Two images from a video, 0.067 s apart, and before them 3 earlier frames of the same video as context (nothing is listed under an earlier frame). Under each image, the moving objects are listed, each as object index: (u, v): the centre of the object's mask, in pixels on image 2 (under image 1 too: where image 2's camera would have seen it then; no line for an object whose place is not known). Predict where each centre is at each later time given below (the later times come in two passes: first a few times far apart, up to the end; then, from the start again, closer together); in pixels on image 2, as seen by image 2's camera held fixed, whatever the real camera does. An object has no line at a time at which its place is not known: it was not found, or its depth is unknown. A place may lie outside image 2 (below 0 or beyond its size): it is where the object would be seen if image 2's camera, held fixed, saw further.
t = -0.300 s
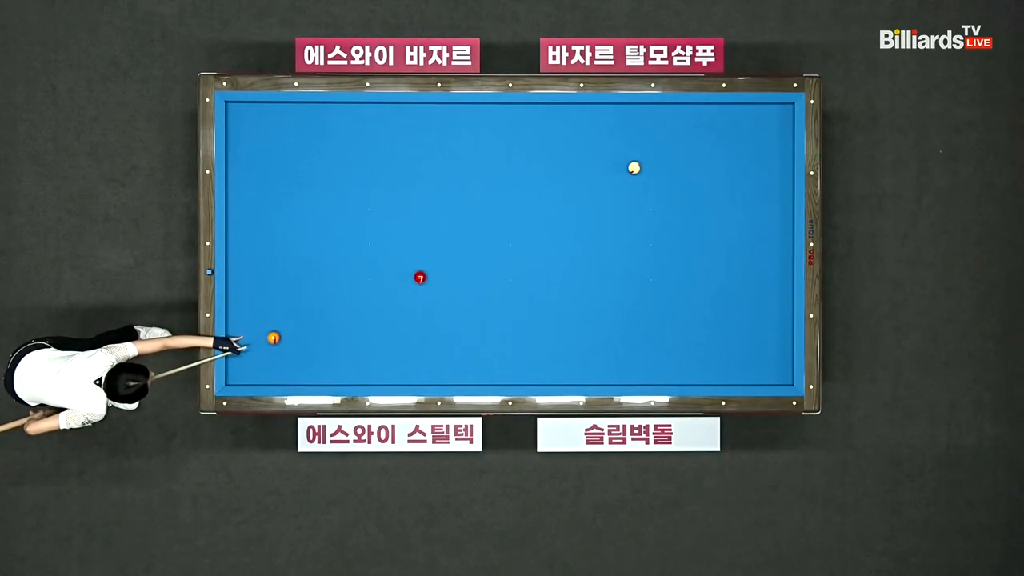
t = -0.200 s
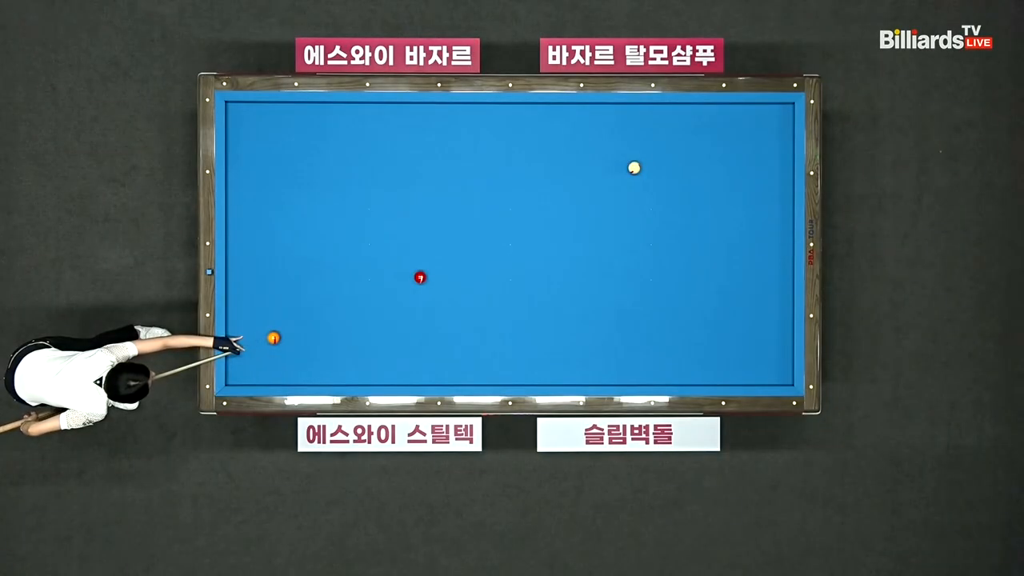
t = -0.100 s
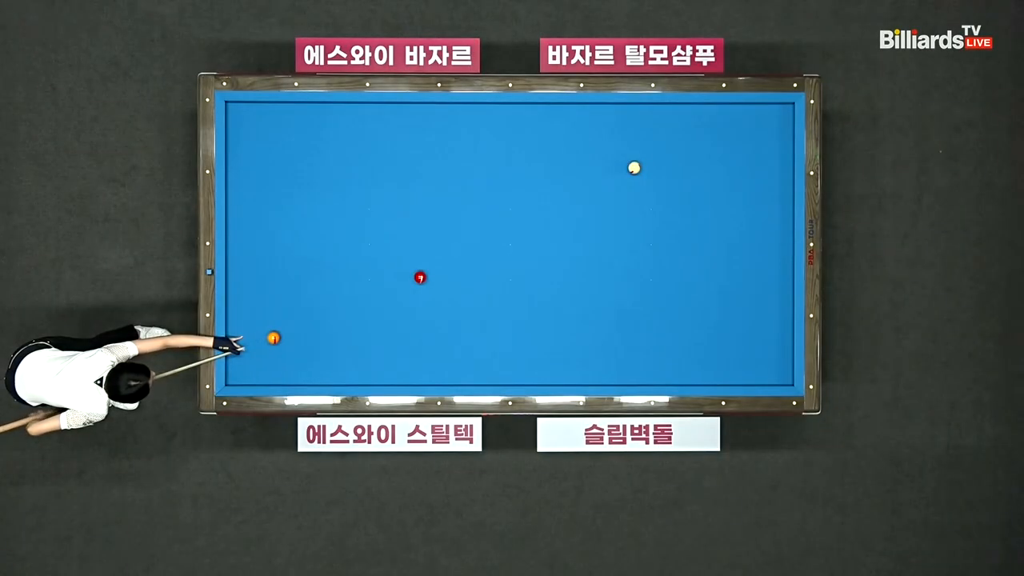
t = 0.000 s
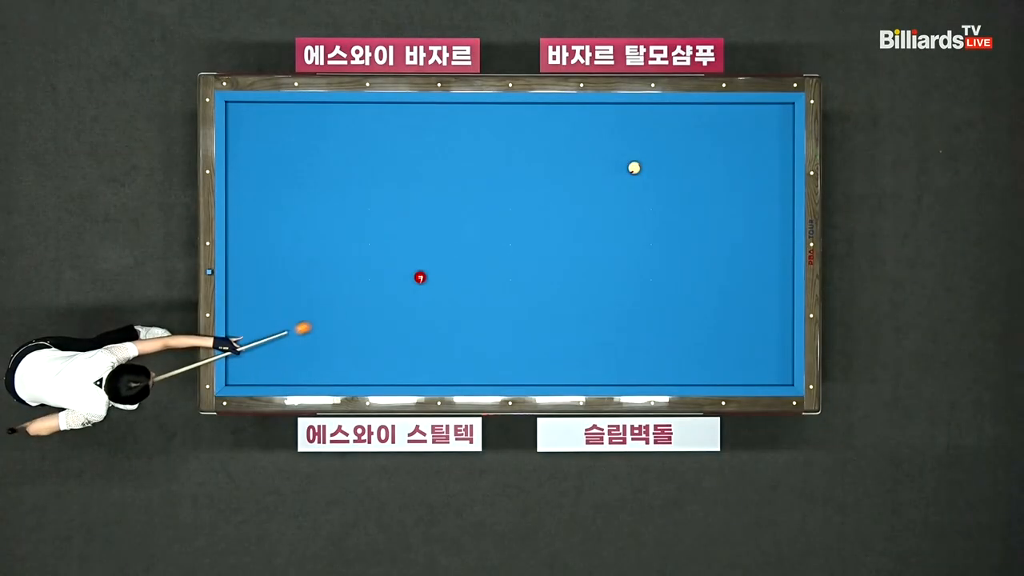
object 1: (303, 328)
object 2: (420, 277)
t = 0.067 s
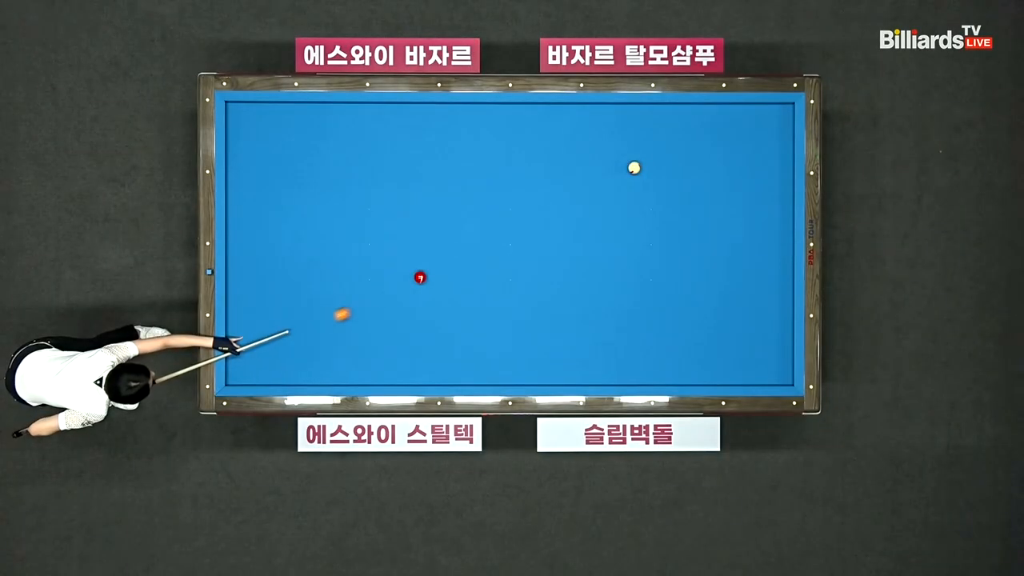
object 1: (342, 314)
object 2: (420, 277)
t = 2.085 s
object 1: (451, 376)
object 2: (551, 266)
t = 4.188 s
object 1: (402, 319)
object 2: (631, 322)
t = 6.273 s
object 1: (642, 263)
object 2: (663, 239)
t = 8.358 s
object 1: (758, 223)
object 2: (677, 192)
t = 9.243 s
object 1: (719, 215)
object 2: (678, 183)
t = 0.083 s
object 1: (352, 311)
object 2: (420, 277)
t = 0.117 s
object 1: (371, 305)
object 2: (420, 277)
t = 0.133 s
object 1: (381, 301)
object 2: (420, 277)
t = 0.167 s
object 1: (401, 294)
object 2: (420, 277)
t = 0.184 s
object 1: (410, 291)
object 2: (420, 277)
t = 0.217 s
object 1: (428, 292)
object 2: (423, 269)
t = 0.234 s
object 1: (435, 294)
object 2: (425, 264)
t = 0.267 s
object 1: (451, 298)
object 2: (428, 254)
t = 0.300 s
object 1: (467, 302)
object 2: (432, 243)
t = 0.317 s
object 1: (475, 304)
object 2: (434, 238)
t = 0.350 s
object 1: (491, 307)
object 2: (437, 228)
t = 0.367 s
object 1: (499, 309)
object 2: (439, 224)
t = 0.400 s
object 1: (515, 311)
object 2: (442, 214)
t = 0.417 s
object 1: (523, 312)
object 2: (444, 210)
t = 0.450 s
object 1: (539, 315)
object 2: (447, 201)
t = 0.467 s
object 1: (548, 315)
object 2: (448, 196)
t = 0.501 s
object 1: (564, 317)
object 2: (452, 188)
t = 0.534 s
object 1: (580, 319)
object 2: (454, 180)
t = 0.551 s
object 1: (589, 320)
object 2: (456, 176)
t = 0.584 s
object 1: (605, 321)
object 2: (458, 169)
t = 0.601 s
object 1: (614, 322)
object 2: (460, 165)
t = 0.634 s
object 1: (630, 323)
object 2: (462, 157)
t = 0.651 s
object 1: (638, 324)
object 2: (464, 153)
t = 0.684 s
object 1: (655, 326)
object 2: (466, 146)
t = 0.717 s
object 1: (671, 328)
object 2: (469, 139)
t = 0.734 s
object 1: (679, 328)
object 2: (470, 135)
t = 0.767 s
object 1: (695, 330)
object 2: (473, 127)
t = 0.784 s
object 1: (703, 330)
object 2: (474, 124)
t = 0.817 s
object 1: (720, 332)
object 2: (477, 116)
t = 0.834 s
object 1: (728, 333)
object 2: (478, 112)
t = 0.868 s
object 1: (744, 334)
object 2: (481, 110)
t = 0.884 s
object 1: (752, 335)
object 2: (482, 113)
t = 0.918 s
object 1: (768, 337)
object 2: (484, 119)
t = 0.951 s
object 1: (785, 338)
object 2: (486, 124)
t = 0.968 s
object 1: (787, 339)
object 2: (487, 127)
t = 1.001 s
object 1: (773, 340)
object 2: (489, 133)
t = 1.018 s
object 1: (766, 341)
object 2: (490, 135)
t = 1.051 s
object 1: (752, 343)
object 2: (492, 140)
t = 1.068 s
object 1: (746, 344)
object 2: (493, 142)
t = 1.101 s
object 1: (733, 345)
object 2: (495, 146)
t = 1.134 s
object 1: (720, 347)
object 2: (497, 150)
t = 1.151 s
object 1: (714, 348)
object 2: (498, 152)
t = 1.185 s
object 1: (702, 349)
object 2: (500, 157)
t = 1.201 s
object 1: (696, 350)
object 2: (500, 159)
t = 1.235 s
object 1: (684, 351)
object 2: (502, 163)
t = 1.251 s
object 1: (679, 352)
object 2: (503, 165)
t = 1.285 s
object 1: (668, 354)
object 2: (505, 169)
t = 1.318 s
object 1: (657, 355)
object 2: (507, 173)
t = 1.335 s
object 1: (652, 356)
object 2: (508, 175)
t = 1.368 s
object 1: (642, 357)
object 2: (510, 180)
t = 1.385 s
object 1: (637, 358)
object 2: (511, 182)
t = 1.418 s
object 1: (628, 360)
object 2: (513, 186)
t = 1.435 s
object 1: (623, 360)
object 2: (514, 188)
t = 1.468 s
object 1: (614, 362)
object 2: (516, 192)
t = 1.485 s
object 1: (609, 362)
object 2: (517, 194)
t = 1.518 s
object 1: (600, 364)
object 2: (519, 198)
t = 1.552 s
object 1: (591, 365)
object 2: (521, 202)
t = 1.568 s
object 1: (587, 366)
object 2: (522, 204)
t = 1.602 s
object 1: (577, 367)
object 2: (524, 208)
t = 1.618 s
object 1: (573, 368)
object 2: (525, 210)
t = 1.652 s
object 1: (564, 370)
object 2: (527, 214)
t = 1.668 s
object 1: (560, 370)
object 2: (528, 216)
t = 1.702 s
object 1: (550, 372)
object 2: (529, 220)
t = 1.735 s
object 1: (542, 373)
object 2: (532, 224)
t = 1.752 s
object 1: (537, 374)
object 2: (532, 226)
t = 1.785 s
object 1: (528, 376)
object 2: (534, 231)
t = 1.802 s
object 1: (524, 376)
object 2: (535, 233)
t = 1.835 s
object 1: (515, 378)
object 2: (537, 236)
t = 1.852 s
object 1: (510, 378)
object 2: (538, 238)
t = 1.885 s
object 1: (501, 380)
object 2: (540, 242)
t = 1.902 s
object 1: (497, 380)
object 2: (541, 244)
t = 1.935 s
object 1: (489, 379)
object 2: (543, 248)
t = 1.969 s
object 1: (480, 378)
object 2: (544, 252)
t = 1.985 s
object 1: (476, 377)
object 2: (545, 254)
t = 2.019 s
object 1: (467, 377)
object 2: (547, 258)
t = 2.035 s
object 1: (463, 377)
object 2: (548, 260)
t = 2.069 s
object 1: (455, 376)
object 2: (550, 264)
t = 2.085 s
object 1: (451, 376)
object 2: (551, 266)
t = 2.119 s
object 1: (442, 375)
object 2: (553, 270)
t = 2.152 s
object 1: (434, 374)
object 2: (555, 274)
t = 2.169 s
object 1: (430, 374)
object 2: (556, 276)
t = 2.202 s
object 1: (422, 373)
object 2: (557, 279)
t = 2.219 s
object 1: (417, 373)
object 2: (558, 281)
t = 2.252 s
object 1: (409, 372)
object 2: (560, 285)
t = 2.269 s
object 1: (405, 372)
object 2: (561, 287)
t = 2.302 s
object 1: (396, 371)
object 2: (563, 291)
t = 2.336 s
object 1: (388, 371)
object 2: (565, 295)
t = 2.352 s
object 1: (384, 370)
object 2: (566, 296)
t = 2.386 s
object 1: (375, 369)
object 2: (568, 300)
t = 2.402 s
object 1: (371, 369)
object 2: (568, 302)
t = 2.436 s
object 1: (363, 368)
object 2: (570, 306)
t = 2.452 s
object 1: (359, 368)
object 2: (571, 308)
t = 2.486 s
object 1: (351, 368)
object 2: (573, 312)
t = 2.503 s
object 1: (347, 367)
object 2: (574, 314)
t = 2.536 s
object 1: (338, 366)
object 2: (576, 317)
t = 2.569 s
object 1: (330, 366)
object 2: (577, 321)
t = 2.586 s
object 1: (326, 365)
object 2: (578, 323)
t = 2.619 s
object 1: (318, 365)
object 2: (580, 326)
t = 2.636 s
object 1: (314, 364)
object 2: (581, 328)
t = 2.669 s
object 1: (305, 364)
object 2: (583, 332)
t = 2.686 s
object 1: (301, 363)
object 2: (584, 334)
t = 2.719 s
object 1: (293, 363)
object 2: (585, 337)
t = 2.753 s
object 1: (285, 362)
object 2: (587, 341)
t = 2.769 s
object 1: (281, 362)
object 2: (588, 343)
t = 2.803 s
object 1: (272, 361)
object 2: (590, 347)
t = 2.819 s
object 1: (269, 361)
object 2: (590, 349)
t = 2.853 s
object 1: (261, 360)
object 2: (592, 352)
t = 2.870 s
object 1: (257, 360)
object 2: (593, 354)
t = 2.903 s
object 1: (248, 359)
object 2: (595, 358)
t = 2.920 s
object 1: (244, 359)
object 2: (596, 359)
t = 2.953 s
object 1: (236, 358)
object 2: (598, 363)
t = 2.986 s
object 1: (232, 357)
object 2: (599, 367)
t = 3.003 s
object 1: (236, 356)
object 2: (600, 368)
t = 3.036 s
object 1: (243, 355)
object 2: (602, 372)
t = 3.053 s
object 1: (246, 355)
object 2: (602, 374)
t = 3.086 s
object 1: (252, 354)
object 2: (604, 377)
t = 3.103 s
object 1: (255, 353)
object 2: (605, 379)
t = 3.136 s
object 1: (261, 352)
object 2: (606, 379)
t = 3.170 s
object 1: (266, 351)
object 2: (607, 376)
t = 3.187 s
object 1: (269, 350)
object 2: (607, 375)
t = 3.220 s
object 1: (274, 349)
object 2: (608, 372)
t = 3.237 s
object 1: (276, 349)
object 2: (608, 372)
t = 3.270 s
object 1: (281, 348)
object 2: (609, 370)
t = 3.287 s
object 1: (283, 347)
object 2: (610, 369)
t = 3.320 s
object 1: (288, 346)
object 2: (611, 367)
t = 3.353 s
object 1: (292, 345)
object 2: (612, 365)
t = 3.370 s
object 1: (294, 344)
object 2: (612, 364)
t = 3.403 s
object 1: (299, 344)
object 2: (613, 362)
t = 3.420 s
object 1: (301, 343)
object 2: (613, 361)
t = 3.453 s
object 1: (306, 342)
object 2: (614, 359)
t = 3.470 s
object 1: (308, 341)
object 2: (614, 358)
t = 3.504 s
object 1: (312, 340)
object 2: (615, 357)
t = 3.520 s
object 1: (314, 340)
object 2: (616, 356)
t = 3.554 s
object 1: (319, 339)
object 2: (616, 354)
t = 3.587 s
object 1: (324, 337)
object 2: (617, 352)
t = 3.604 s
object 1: (326, 337)
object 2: (618, 351)
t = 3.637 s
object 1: (330, 336)
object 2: (618, 350)
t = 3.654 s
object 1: (332, 336)
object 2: (619, 349)
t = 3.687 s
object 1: (336, 334)
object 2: (620, 347)
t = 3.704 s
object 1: (339, 334)
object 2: (620, 346)
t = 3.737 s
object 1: (343, 333)
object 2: (621, 344)
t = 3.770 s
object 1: (348, 332)
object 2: (622, 343)
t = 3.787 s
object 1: (350, 331)
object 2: (622, 342)
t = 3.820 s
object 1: (354, 330)
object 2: (623, 340)
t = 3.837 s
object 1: (356, 330)
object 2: (623, 339)
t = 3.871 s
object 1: (361, 329)
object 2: (624, 337)
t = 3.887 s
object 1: (363, 328)
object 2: (624, 337)
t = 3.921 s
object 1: (367, 327)
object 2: (625, 335)
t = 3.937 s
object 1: (369, 327)
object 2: (625, 334)
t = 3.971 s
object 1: (374, 326)
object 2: (626, 332)
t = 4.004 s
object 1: (378, 325)
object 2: (627, 331)
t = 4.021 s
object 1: (380, 324)
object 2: (627, 330)
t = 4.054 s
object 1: (385, 323)
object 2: (628, 328)
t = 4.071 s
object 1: (387, 323)
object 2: (628, 327)
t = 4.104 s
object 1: (391, 322)
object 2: (629, 326)
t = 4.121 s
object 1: (393, 321)
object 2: (629, 325)
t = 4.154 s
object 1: (397, 320)
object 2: (630, 323)
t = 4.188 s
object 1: (402, 319)
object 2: (631, 322)
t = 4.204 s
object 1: (404, 319)
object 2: (631, 321)
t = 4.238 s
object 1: (408, 318)
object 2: (631, 319)
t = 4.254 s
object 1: (410, 317)
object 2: (632, 318)
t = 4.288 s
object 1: (414, 316)
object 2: (633, 317)
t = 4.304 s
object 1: (416, 316)
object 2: (633, 316)
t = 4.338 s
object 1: (420, 315)
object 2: (633, 315)
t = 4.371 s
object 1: (424, 314)
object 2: (634, 313)
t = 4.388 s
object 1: (426, 313)
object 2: (634, 312)
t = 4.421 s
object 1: (431, 312)
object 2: (635, 311)
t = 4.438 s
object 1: (433, 312)
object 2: (635, 310)
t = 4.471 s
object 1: (437, 311)
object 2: (636, 308)
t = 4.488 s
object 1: (439, 310)
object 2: (636, 308)
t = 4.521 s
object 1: (443, 309)
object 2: (637, 306)
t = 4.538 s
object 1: (445, 309)
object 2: (637, 305)
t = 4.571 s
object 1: (449, 308)
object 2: (638, 304)
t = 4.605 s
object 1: (453, 307)
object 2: (638, 302)
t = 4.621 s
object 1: (455, 307)
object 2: (639, 302)
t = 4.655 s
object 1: (459, 305)
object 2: (640, 300)
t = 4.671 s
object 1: (461, 305)
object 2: (640, 299)
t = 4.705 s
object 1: (465, 304)
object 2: (640, 298)
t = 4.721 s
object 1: (467, 304)
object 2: (641, 297)
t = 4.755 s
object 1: (472, 303)
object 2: (641, 295)
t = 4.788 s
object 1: (476, 302)
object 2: (642, 294)
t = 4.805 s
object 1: (478, 301)
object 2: (642, 293)
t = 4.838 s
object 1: (481, 300)
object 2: (642, 292)
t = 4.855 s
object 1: (483, 300)
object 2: (643, 291)
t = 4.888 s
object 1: (488, 299)
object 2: (643, 289)
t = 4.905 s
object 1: (489, 299)
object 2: (644, 289)
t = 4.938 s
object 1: (493, 298)
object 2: (644, 287)
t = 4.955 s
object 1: (495, 297)
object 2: (645, 287)
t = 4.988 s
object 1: (500, 296)
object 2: (645, 285)
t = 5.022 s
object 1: (503, 295)
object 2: (646, 284)
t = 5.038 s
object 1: (505, 295)
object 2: (646, 283)
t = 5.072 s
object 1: (509, 294)
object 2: (646, 282)
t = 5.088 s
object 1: (511, 294)
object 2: (647, 281)
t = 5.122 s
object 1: (515, 292)
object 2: (647, 280)
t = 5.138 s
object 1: (517, 292)
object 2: (647, 279)
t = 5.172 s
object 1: (521, 291)
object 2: (648, 278)
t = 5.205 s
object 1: (525, 290)
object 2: (649, 277)
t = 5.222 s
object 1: (527, 290)
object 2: (649, 276)
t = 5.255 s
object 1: (531, 289)
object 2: (649, 275)
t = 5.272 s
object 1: (532, 289)
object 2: (650, 274)
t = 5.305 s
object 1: (536, 288)
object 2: (650, 272)
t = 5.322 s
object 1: (538, 287)
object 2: (650, 272)
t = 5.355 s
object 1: (542, 286)
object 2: (651, 271)
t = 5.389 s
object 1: (546, 285)
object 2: (652, 269)
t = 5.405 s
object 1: (548, 285)
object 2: (652, 269)
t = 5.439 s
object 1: (551, 284)
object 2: (652, 267)
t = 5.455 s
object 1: (553, 284)
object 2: (652, 267)
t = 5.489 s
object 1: (557, 283)
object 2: (653, 266)
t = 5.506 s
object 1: (559, 283)
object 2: (653, 265)
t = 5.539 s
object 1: (563, 282)
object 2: (653, 264)
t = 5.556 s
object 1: (564, 281)
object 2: (654, 263)
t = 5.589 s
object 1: (569, 280)
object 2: (654, 262)
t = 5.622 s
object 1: (572, 280)
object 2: (654, 261)
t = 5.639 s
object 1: (574, 279)
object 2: (655, 260)
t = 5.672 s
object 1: (577, 278)
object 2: (655, 259)
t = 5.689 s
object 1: (579, 278)
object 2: (656, 258)
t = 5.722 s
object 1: (583, 277)
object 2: (656, 257)
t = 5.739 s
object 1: (585, 277)
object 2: (656, 256)
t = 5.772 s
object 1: (589, 276)
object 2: (657, 255)
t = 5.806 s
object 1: (592, 275)
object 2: (657, 254)
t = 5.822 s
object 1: (594, 274)
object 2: (657, 253)
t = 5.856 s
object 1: (598, 274)
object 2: (658, 252)
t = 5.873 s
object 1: (599, 273)
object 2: (658, 252)
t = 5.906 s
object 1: (603, 272)
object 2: (658, 251)
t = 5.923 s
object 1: (605, 272)
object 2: (659, 250)
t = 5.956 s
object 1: (608, 271)
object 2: (659, 249)
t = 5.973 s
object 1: (610, 270)
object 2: (659, 248)
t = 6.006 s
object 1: (614, 270)
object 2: (659, 247)
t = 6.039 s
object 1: (617, 269)
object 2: (660, 246)
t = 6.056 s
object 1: (619, 268)
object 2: (660, 246)
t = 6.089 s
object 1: (623, 267)
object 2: (661, 245)
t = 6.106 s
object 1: (625, 267)
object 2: (661, 244)
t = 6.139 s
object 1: (628, 266)
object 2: (661, 243)
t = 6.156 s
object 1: (630, 266)
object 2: (661, 242)
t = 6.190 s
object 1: (633, 265)
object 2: (662, 242)
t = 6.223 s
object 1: (637, 264)
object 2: (662, 241)
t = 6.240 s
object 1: (639, 264)
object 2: (662, 240)
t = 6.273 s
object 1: (642, 263)
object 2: (663, 239)
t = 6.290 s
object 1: (644, 263)
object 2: (663, 239)
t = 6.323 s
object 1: (647, 262)
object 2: (663, 237)
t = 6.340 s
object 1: (649, 261)
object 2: (663, 237)
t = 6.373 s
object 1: (653, 261)
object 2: (664, 236)
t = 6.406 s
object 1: (656, 260)
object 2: (664, 235)
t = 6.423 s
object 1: (658, 259)
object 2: (664, 234)
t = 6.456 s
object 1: (662, 259)
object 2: (665, 233)
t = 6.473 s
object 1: (663, 258)
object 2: (665, 233)
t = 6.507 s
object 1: (666, 258)
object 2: (665, 232)
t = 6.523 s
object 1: (668, 257)
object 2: (665, 232)
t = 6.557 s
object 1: (672, 257)
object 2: (665, 231)
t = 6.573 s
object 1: (673, 256)
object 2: (666, 230)
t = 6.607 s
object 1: (677, 255)
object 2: (666, 229)
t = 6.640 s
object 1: (680, 254)
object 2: (666, 228)
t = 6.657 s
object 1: (682, 254)
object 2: (666, 228)
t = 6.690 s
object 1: (685, 253)
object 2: (667, 227)
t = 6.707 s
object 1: (687, 253)
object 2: (667, 226)
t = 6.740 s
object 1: (690, 252)
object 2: (667, 226)
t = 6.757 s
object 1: (692, 252)
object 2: (667, 225)
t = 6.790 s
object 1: (695, 251)
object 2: (668, 224)
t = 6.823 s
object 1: (698, 250)
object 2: (668, 223)
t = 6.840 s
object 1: (700, 250)
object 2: (668, 223)
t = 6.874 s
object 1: (703, 249)
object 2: (668, 222)
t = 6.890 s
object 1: (705, 249)
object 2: (668, 221)
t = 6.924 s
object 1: (708, 248)
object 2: (669, 220)
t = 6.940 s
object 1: (710, 248)
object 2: (669, 220)
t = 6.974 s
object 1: (713, 247)
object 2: (669, 219)
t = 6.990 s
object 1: (715, 247)
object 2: (669, 219)
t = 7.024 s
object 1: (718, 246)
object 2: (669, 218)
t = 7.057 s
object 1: (721, 245)
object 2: (670, 217)
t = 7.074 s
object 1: (723, 245)
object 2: (670, 217)
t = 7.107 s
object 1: (726, 244)
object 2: (670, 216)
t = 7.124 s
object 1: (727, 244)
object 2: (670, 215)
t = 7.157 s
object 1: (731, 243)
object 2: (671, 215)
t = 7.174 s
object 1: (732, 243)
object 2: (671, 214)
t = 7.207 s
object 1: (735, 242)
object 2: (671, 214)
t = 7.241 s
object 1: (739, 241)
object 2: (671, 213)
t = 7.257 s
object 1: (740, 241)
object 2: (671, 212)
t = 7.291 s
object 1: (743, 240)
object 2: (672, 211)
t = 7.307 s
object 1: (745, 240)
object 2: (672, 211)
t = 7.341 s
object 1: (748, 239)
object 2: (672, 210)
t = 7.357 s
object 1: (750, 239)
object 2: (672, 210)
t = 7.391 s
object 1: (753, 238)
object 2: (672, 209)
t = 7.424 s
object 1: (756, 237)
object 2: (673, 209)
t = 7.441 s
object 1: (757, 237)
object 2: (673, 208)
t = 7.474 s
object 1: (760, 236)
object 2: (673, 207)
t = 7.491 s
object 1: (762, 236)
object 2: (673, 207)
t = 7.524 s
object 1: (765, 235)
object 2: (673, 207)
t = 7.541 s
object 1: (767, 235)
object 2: (673, 206)
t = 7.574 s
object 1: (770, 234)
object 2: (674, 206)
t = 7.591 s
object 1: (772, 234)
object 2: (674, 205)
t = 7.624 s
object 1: (774, 233)
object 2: (674, 205)
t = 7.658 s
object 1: (777, 232)
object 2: (674, 204)
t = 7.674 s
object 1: (779, 232)
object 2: (674, 204)
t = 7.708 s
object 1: (782, 232)
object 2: (674, 203)
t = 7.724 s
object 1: (783, 231)
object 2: (674, 203)
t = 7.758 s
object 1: (787, 230)
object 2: (675, 202)
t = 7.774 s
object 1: (788, 230)
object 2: (675, 202)
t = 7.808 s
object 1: (786, 230)
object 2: (675, 201)
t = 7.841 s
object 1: (784, 229)
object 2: (675, 200)
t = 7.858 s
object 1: (783, 229)
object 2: (675, 200)
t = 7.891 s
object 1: (781, 228)
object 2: (675, 199)
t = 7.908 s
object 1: (781, 228)
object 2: (675, 199)
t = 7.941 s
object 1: (778, 228)
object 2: (676, 199)
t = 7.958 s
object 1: (778, 227)
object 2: (676, 198)
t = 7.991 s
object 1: (776, 227)
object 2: (676, 198)
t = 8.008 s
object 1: (775, 227)
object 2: (676, 198)
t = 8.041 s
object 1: (774, 227)
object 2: (676, 197)
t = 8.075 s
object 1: (772, 226)
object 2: (676, 196)
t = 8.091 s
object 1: (771, 226)
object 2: (676, 196)
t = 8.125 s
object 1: (770, 226)
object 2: (676, 196)
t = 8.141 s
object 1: (769, 226)
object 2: (676, 195)
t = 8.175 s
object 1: (767, 225)
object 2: (676, 195)
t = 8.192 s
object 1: (766, 225)
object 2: (676, 195)
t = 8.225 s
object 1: (764, 225)
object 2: (676, 194)
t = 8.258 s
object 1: (763, 224)
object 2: (677, 194)
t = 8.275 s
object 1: (762, 224)
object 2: (677, 193)
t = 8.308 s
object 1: (760, 224)
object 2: (677, 193)
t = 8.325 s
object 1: (759, 224)
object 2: (677, 192)
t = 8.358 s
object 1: (758, 223)
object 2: (677, 192)
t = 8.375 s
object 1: (757, 223)
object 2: (677, 192)
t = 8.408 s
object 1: (755, 223)
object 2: (677, 191)
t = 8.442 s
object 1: (754, 222)
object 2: (677, 191)
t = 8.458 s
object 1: (753, 222)
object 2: (677, 191)
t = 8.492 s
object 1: (751, 222)
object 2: (678, 191)
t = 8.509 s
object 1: (750, 222)
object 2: (678, 190)
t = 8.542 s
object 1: (749, 221)
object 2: (678, 190)
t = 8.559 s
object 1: (748, 221)
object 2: (678, 189)
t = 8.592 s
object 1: (747, 221)
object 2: (678, 189)
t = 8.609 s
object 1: (746, 221)
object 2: (678, 189)
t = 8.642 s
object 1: (745, 220)
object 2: (678, 188)
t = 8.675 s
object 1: (742, 220)
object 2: (678, 188)
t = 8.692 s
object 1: (742, 220)
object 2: (678, 188)
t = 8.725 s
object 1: (741, 220)
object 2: (678, 187)
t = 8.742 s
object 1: (740, 219)
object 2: (678, 187)
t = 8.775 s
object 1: (738, 219)
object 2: (678, 187)
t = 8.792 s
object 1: (738, 219)
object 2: (678, 187)
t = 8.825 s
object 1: (736, 218)
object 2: (678, 186)
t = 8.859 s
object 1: (735, 218)
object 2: (678, 186)
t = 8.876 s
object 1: (734, 218)
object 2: (678, 186)
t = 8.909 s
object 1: (733, 218)
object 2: (678, 186)
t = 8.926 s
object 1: (732, 218)
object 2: (678, 186)
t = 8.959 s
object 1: (731, 217)
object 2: (678, 185)
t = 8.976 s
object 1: (730, 217)
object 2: (678, 185)
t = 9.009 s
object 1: (728, 217)
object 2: (678, 185)
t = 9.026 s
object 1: (728, 217)
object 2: (678, 185)
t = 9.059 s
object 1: (726, 216)
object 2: (678, 184)
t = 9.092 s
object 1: (725, 216)
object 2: (678, 184)
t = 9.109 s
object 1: (724, 216)
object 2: (678, 184)
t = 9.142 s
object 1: (723, 216)
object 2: (678, 184)
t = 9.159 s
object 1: (722, 216)
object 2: (678, 183)
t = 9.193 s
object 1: (721, 215)
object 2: (678, 183)
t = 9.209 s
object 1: (720, 215)
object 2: (678, 183)
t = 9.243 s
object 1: (719, 215)
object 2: (678, 183)
